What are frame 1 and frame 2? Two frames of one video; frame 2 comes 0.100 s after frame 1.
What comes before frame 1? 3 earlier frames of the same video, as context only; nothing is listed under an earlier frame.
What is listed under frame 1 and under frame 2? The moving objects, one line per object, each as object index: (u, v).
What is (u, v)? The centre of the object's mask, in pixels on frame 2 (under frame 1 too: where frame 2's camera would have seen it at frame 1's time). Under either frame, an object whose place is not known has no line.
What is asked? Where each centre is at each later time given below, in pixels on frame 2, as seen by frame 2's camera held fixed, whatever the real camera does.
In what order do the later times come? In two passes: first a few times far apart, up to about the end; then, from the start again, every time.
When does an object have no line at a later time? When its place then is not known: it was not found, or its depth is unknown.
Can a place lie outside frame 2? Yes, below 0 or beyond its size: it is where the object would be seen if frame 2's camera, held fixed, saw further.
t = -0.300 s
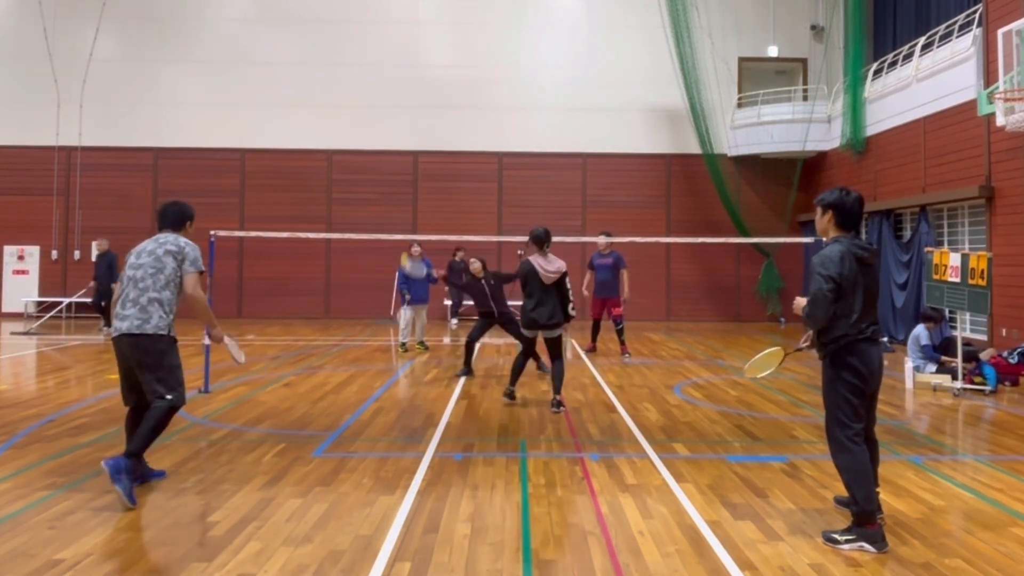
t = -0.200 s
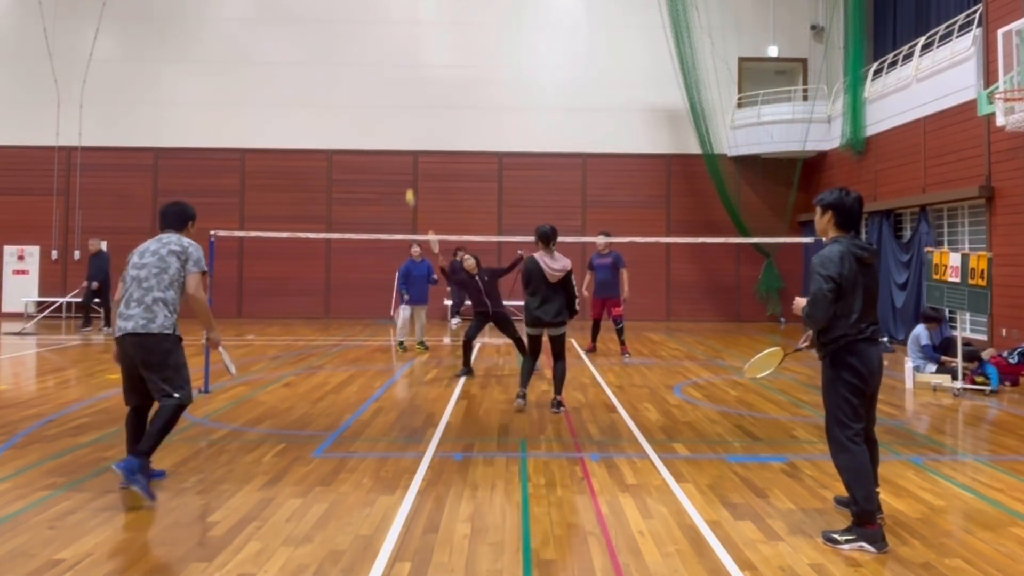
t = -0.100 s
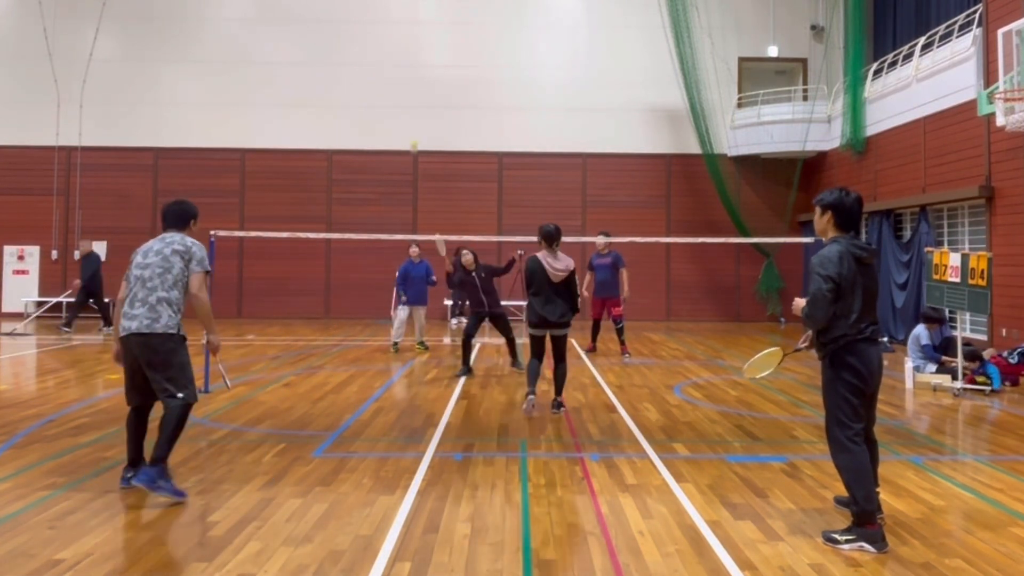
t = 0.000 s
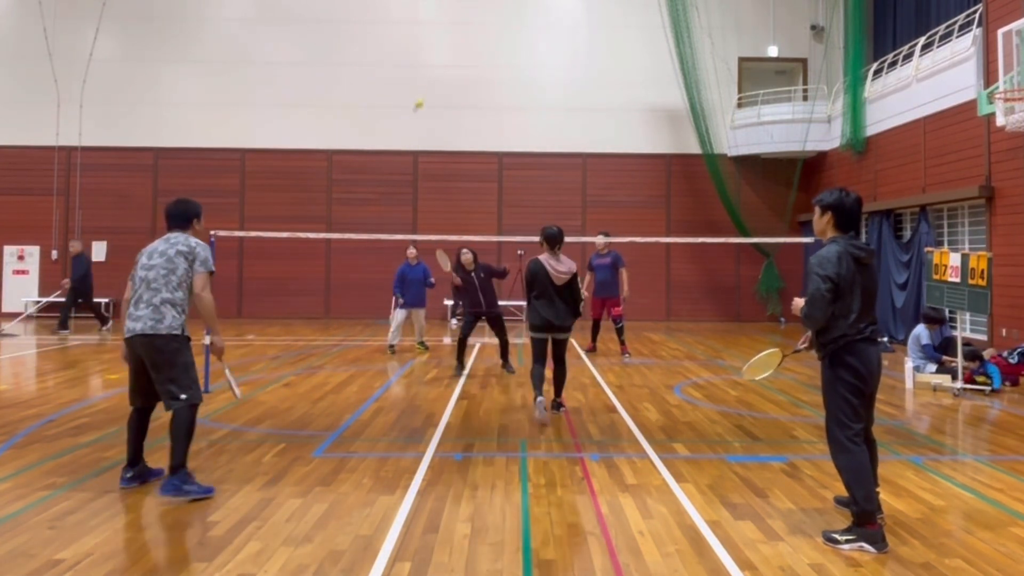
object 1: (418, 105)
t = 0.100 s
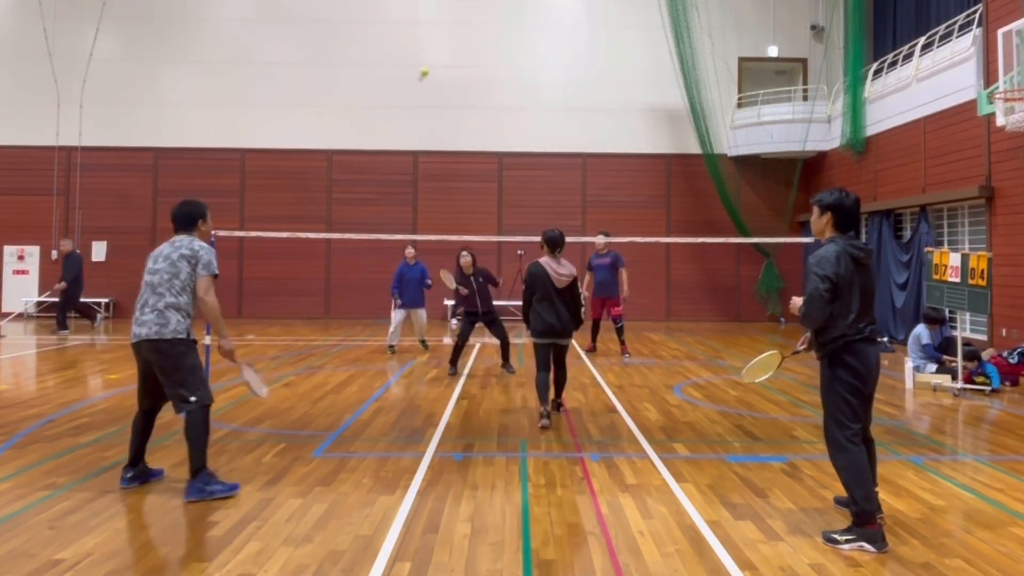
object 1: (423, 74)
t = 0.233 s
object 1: (430, 49)
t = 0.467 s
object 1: (440, 54)
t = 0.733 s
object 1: (446, 151)
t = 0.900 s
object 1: (448, 258)
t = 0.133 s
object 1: (425, 67)
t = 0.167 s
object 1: (426, 60)
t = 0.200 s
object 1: (428, 54)
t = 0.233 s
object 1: (430, 49)
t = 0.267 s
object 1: (431, 46)
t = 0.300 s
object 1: (433, 44)
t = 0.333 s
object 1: (434, 43)
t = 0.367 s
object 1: (436, 43)
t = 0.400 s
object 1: (438, 46)
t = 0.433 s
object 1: (439, 49)
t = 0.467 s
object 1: (440, 54)
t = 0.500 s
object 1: (441, 60)
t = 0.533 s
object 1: (442, 68)
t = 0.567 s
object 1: (443, 77)
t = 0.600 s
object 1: (444, 89)
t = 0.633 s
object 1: (444, 102)
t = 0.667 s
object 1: (443, 116)
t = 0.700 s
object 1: (444, 132)
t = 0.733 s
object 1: (446, 151)
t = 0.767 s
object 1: (449, 167)
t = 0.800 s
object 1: (449, 187)
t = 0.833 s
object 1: (449, 209)
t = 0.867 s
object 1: (448, 233)
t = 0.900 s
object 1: (448, 258)
